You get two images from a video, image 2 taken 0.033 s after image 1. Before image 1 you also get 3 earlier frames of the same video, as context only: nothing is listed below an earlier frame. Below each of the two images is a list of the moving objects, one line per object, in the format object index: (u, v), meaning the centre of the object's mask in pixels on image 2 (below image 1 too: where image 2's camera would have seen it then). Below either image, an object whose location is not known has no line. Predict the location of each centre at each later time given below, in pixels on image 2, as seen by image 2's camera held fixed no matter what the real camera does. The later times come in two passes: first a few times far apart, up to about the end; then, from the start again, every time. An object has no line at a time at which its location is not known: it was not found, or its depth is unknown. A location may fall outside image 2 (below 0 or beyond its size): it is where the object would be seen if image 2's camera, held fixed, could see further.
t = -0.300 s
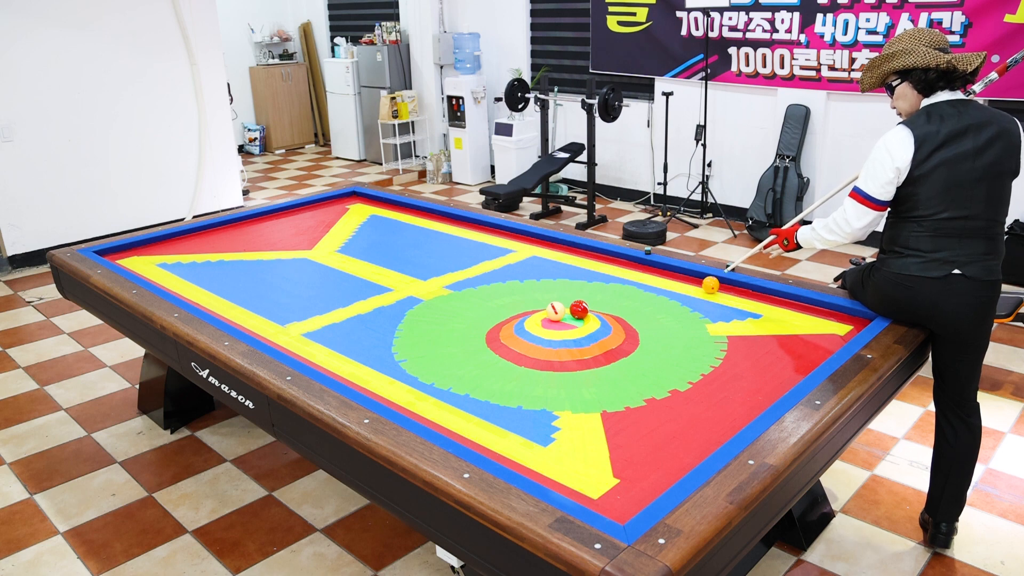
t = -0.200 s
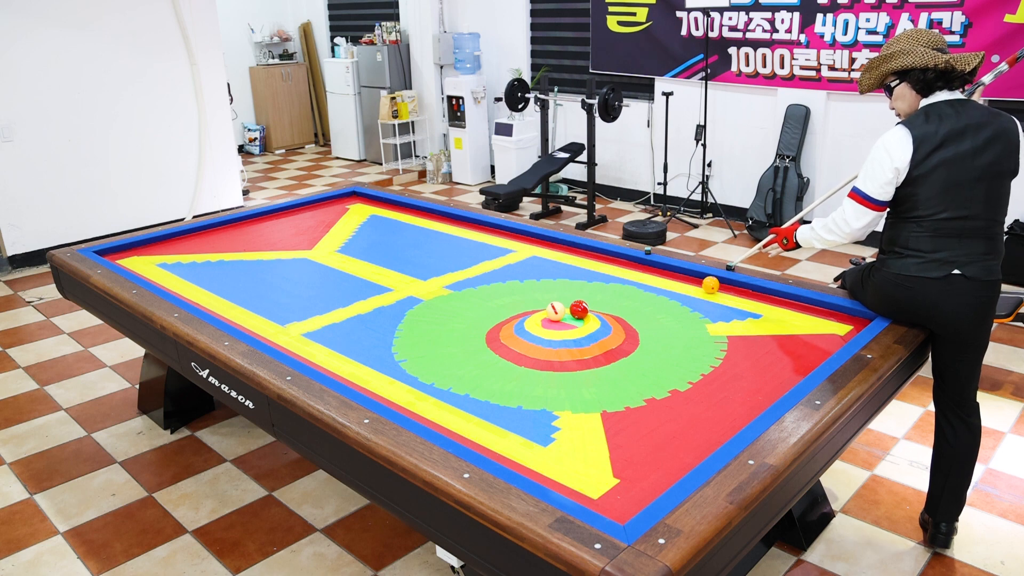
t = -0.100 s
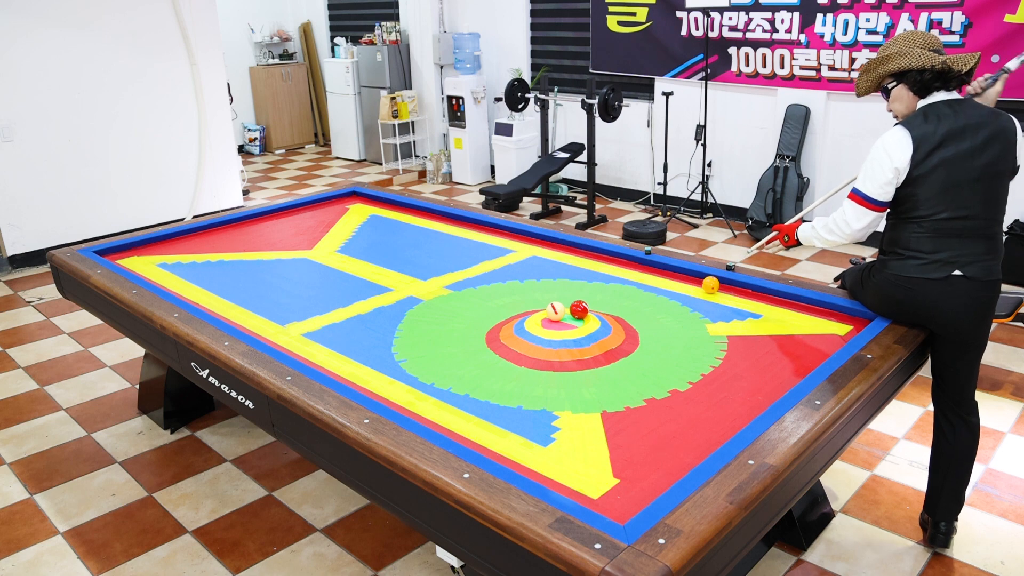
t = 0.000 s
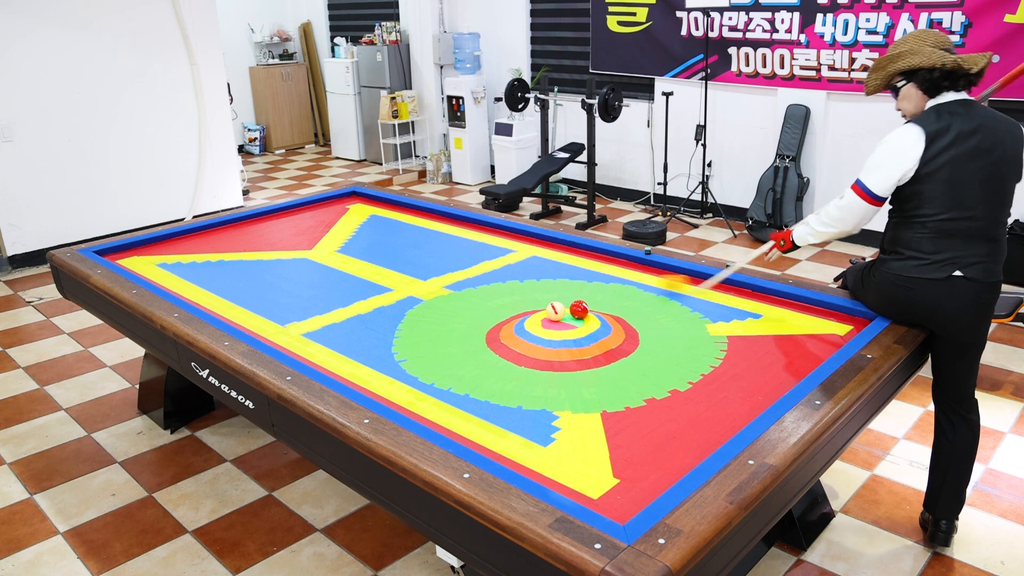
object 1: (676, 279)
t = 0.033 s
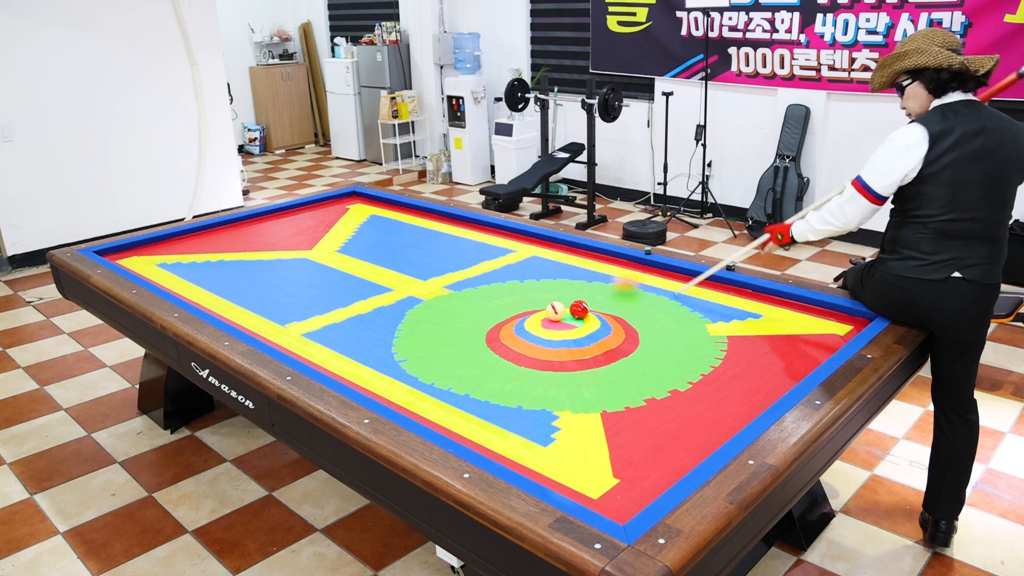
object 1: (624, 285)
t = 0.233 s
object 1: (370, 284)
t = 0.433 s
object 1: (171, 279)
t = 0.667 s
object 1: (162, 239)
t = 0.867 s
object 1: (272, 237)
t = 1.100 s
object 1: (384, 233)
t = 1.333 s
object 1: (491, 228)
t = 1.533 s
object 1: (511, 248)
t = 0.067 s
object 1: (580, 284)
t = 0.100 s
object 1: (536, 284)
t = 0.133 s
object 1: (492, 284)
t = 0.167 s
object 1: (452, 284)
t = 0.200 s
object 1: (411, 285)
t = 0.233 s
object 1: (370, 284)
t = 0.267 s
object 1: (334, 282)
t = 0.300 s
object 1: (298, 281)
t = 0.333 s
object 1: (263, 280)
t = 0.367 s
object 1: (231, 280)
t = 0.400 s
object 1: (200, 279)
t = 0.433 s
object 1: (171, 279)
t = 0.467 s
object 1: (147, 274)
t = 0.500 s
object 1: (149, 268)
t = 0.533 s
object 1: (152, 260)
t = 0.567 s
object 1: (153, 254)
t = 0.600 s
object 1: (154, 248)
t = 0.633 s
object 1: (155, 242)
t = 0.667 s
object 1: (162, 239)
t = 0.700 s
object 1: (181, 238)
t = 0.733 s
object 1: (200, 238)
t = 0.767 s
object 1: (219, 238)
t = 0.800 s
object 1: (237, 238)
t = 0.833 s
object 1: (255, 238)
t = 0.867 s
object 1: (272, 237)
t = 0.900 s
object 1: (289, 237)
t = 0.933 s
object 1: (306, 236)
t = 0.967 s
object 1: (322, 236)
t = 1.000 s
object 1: (337, 235)
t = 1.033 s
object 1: (354, 234)
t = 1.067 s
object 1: (368, 233)
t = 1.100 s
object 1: (384, 233)
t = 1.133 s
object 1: (399, 232)
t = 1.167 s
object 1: (414, 232)
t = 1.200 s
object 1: (430, 231)
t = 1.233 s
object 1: (446, 230)
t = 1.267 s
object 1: (461, 229)
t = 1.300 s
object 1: (477, 228)
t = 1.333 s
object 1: (491, 228)
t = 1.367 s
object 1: (501, 229)
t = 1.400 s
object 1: (503, 233)
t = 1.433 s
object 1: (504, 237)
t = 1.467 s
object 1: (506, 240)
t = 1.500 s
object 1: (509, 244)
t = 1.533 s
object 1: (511, 248)
